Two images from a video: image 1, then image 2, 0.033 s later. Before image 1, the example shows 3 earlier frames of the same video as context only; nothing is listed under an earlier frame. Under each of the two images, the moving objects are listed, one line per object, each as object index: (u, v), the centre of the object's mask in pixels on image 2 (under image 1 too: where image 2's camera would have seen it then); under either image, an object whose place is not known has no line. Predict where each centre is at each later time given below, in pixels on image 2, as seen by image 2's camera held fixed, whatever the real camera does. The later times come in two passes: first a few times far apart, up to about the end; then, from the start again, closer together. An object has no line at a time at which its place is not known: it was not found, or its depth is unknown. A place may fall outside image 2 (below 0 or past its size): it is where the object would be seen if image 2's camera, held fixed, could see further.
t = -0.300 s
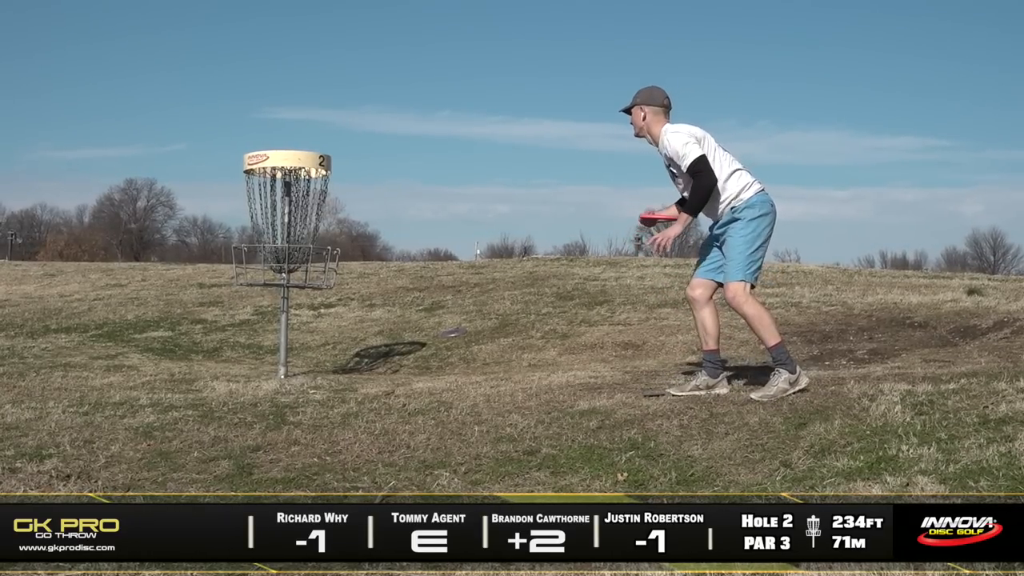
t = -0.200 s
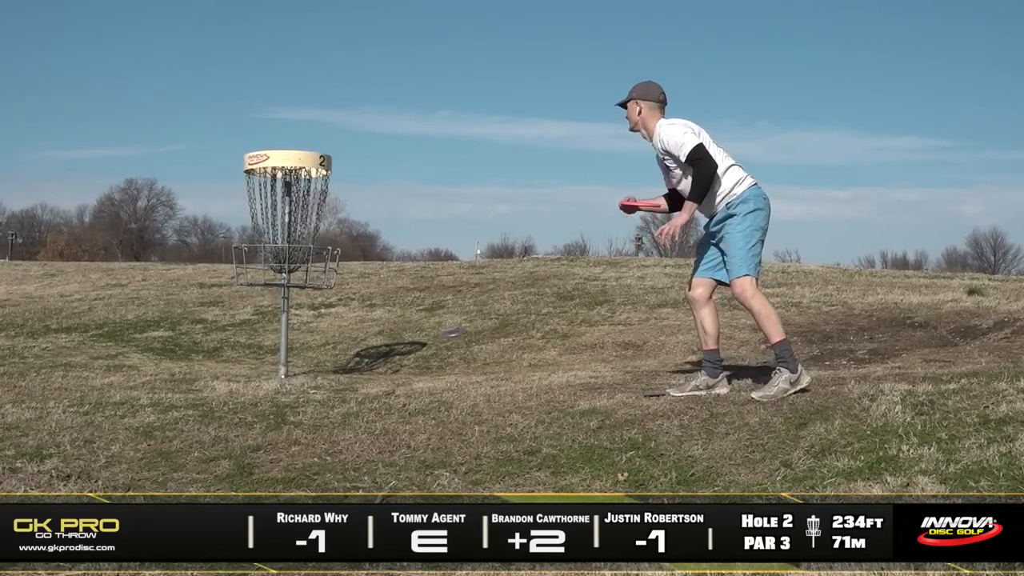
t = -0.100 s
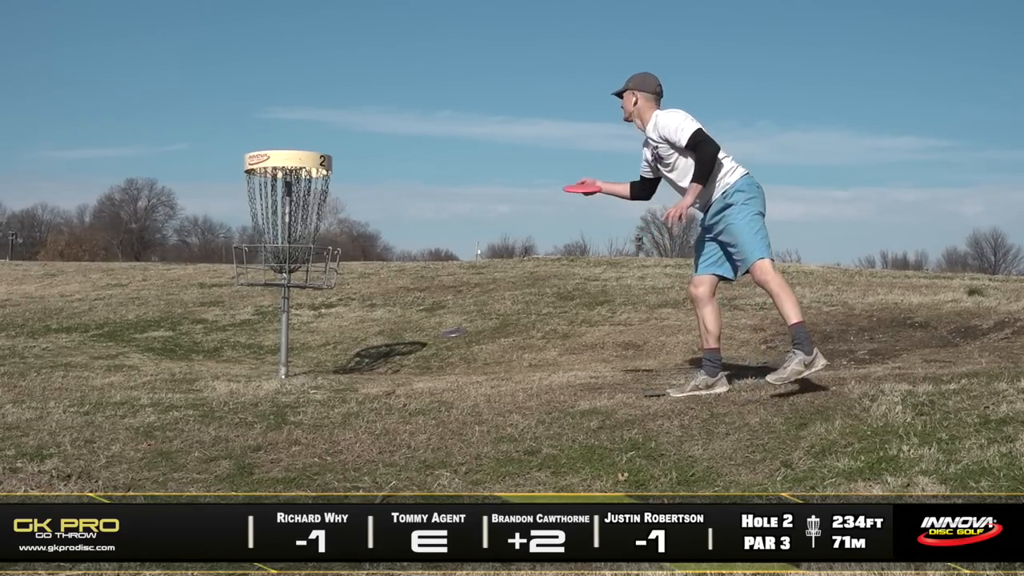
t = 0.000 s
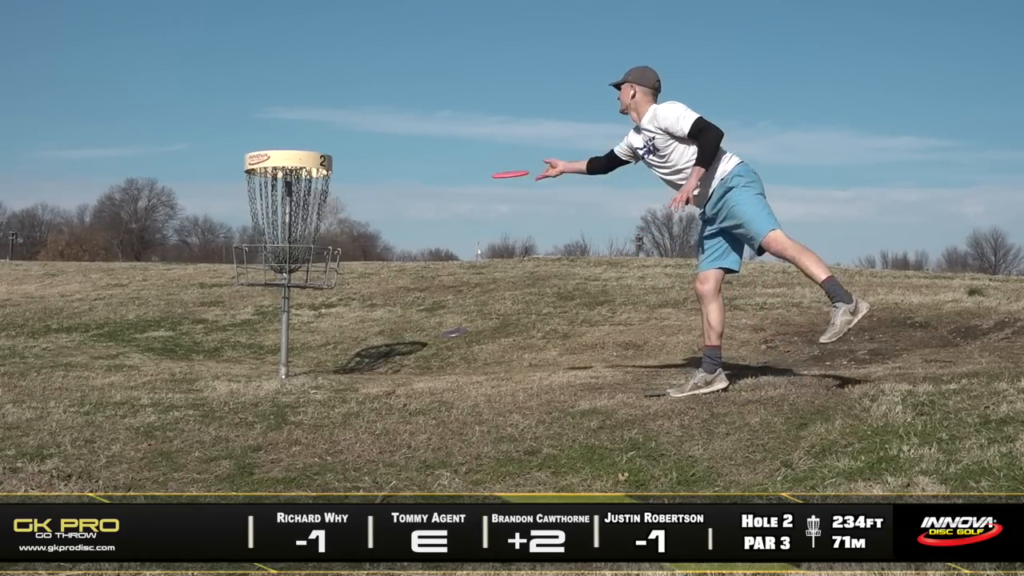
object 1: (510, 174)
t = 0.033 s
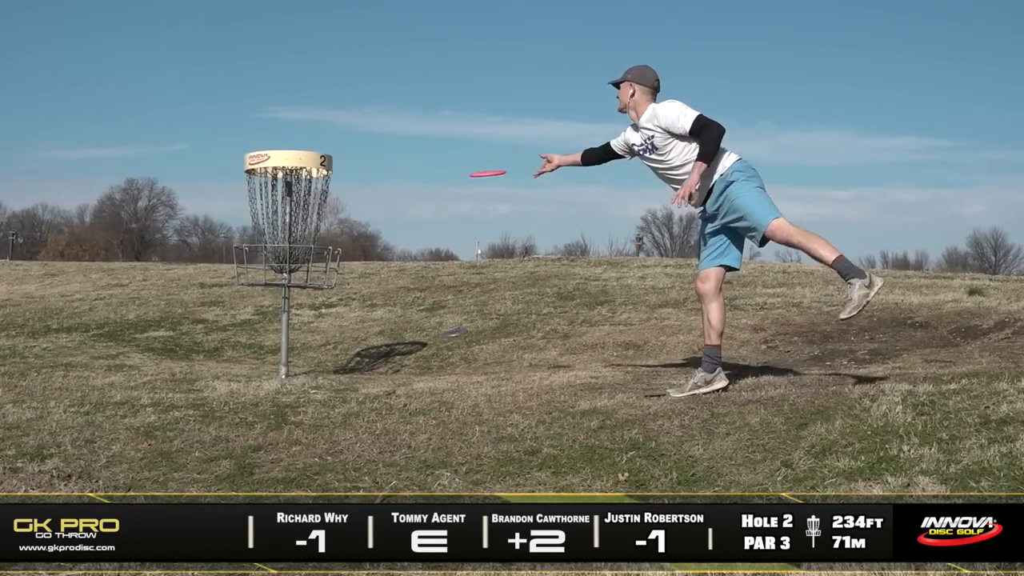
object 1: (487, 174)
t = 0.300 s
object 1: (327, 222)
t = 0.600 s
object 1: (302, 268)
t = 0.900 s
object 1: (312, 272)
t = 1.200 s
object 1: (311, 274)
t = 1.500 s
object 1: (309, 282)
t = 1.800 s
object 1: (309, 282)
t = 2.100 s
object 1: (310, 283)
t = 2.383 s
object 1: (311, 283)
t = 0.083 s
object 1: (455, 176)
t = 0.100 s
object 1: (445, 178)
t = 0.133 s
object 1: (424, 182)
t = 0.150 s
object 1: (414, 185)
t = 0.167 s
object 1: (403, 188)
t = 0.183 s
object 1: (393, 191)
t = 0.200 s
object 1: (384, 194)
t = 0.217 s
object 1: (374, 199)
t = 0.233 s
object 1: (364, 203)
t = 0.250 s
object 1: (355, 207)
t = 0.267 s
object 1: (346, 212)
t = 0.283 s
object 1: (337, 217)
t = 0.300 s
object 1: (327, 222)
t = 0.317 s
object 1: (319, 227)
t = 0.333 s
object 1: (312, 231)
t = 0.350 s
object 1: (307, 235)
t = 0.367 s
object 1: (304, 238)
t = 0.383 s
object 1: (300, 241)
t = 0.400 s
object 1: (298, 243)
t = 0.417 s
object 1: (295, 246)
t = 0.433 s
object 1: (294, 249)
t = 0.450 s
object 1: (293, 251)
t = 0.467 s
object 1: (293, 254)
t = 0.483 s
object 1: (293, 256)
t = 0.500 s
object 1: (293, 259)
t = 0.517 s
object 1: (295, 261)
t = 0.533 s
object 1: (296, 264)
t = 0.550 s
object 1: (296, 267)
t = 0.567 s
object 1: (297, 268)
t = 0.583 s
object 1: (300, 268)
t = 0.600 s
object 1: (302, 268)
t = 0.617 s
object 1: (303, 268)
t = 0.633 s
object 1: (305, 267)
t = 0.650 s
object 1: (306, 267)
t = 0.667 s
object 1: (308, 267)
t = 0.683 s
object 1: (309, 268)
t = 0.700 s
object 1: (310, 268)
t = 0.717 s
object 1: (312, 269)
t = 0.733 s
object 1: (312, 269)
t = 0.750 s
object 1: (312, 269)
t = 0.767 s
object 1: (312, 269)
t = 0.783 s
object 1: (312, 269)
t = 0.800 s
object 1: (312, 269)
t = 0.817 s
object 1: (312, 269)
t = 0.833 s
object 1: (312, 270)
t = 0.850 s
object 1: (312, 270)
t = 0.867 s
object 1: (312, 271)
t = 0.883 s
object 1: (313, 271)
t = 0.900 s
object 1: (312, 272)
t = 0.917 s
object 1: (313, 273)
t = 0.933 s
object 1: (313, 274)
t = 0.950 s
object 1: (313, 274)
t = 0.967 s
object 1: (312, 274)
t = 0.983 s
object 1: (311, 273)
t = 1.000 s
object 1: (311, 273)
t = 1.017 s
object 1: (310, 272)
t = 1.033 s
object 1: (310, 272)
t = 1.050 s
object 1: (310, 271)
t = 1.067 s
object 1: (310, 271)
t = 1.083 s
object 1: (309, 271)
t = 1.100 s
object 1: (310, 271)
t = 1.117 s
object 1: (310, 271)
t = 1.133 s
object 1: (310, 271)
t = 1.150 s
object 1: (311, 272)
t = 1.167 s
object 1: (311, 272)
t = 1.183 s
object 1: (312, 273)
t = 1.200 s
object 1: (311, 274)
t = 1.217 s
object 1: (313, 275)
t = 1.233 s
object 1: (312, 276)
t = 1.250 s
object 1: (312, 277)
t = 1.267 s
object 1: (312, 278)
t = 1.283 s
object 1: (312, 280)
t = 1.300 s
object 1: (312, 280)
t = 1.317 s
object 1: (311, 279)
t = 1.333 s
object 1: (311, 280)
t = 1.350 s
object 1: (311, 279)
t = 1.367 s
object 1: (310, 280)
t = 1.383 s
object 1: (310, 280)
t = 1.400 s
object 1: (311, 280)
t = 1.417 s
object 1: (310, 282)
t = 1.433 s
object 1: (311, 283)
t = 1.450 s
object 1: (310, 282)
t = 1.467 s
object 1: (309, 282)
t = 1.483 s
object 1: (309, 283)
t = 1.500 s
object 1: (309, 282)
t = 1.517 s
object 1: (309, 283)
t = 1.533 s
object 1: (309, 283)
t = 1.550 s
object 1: (309, 283)
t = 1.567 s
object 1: (309, 283)
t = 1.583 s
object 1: (309, 282)
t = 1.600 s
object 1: (309, 283)
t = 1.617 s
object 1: (309, 283)
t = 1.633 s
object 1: (309, 283)
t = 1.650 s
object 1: (309, 283)
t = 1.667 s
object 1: (309, 282)
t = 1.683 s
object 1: (309, 282)
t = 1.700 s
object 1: (309, 283)
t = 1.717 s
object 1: (309, 282)
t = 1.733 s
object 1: (308, 282)
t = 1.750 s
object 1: (308, 282)
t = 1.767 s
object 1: (308, 282)
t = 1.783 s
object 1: (308, 282)
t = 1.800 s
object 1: (309, 282)
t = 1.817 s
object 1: (309, 283)
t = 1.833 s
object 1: (309, 283)
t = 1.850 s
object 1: (309, 283)
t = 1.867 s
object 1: (309, 283)
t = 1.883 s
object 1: (309, 283)
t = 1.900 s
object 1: (309, 283)
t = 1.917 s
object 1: (309, 283)
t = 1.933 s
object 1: (309, 283)
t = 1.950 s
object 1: (309, 283)
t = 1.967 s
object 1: (309, 283)
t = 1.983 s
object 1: (309, 283)
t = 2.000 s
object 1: (310, 283)
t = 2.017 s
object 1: (310, 283)
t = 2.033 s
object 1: (310, 283)
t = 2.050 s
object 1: (310, 283)
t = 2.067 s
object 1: (310, 283)
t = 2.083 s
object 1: (310, 283)
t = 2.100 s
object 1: (310, 283)
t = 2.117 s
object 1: (310, 283)
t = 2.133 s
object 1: (310, 283)
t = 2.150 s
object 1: (311, 283)
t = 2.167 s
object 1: (311, 283)
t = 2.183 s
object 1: (311, 283)
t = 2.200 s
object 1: (311, 283)
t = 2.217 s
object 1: (311, 283)
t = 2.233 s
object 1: (311, 283)
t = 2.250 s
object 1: (311, 283)
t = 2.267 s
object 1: (311, 283)
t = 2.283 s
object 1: (311, 283)
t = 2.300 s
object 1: (311, 283)
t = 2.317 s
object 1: (311, 283)
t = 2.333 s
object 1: (311, 283)
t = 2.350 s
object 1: (311, 283)
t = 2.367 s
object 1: (311, 283)
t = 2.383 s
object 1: (311, 283)
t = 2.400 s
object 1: (311, 283)
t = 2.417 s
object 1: (310, 283)
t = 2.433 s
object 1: (310, 283)
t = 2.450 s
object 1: (310, 283)
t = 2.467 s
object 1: (310, 283)
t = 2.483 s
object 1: (310, 283)
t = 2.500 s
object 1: (310, 283)
